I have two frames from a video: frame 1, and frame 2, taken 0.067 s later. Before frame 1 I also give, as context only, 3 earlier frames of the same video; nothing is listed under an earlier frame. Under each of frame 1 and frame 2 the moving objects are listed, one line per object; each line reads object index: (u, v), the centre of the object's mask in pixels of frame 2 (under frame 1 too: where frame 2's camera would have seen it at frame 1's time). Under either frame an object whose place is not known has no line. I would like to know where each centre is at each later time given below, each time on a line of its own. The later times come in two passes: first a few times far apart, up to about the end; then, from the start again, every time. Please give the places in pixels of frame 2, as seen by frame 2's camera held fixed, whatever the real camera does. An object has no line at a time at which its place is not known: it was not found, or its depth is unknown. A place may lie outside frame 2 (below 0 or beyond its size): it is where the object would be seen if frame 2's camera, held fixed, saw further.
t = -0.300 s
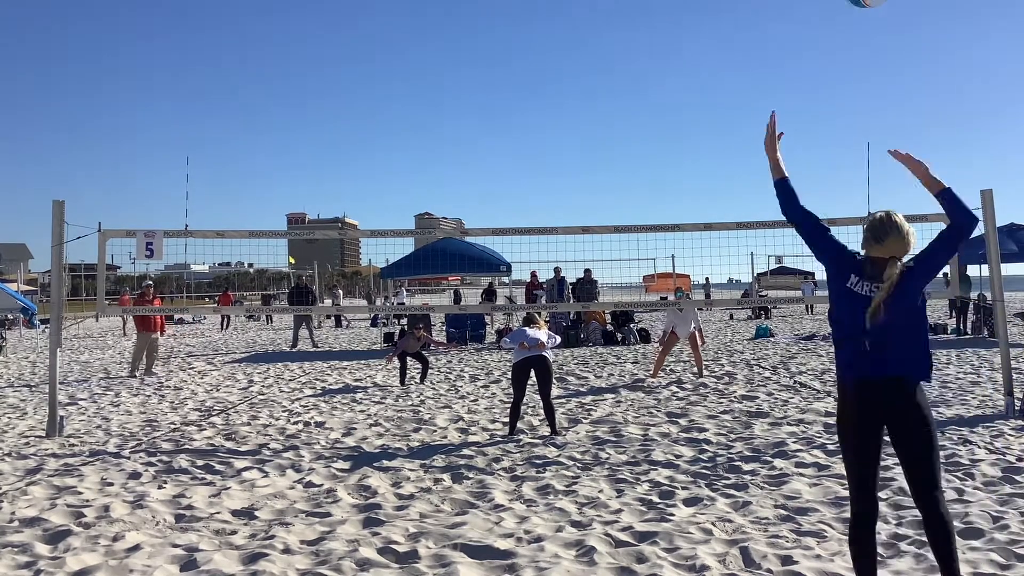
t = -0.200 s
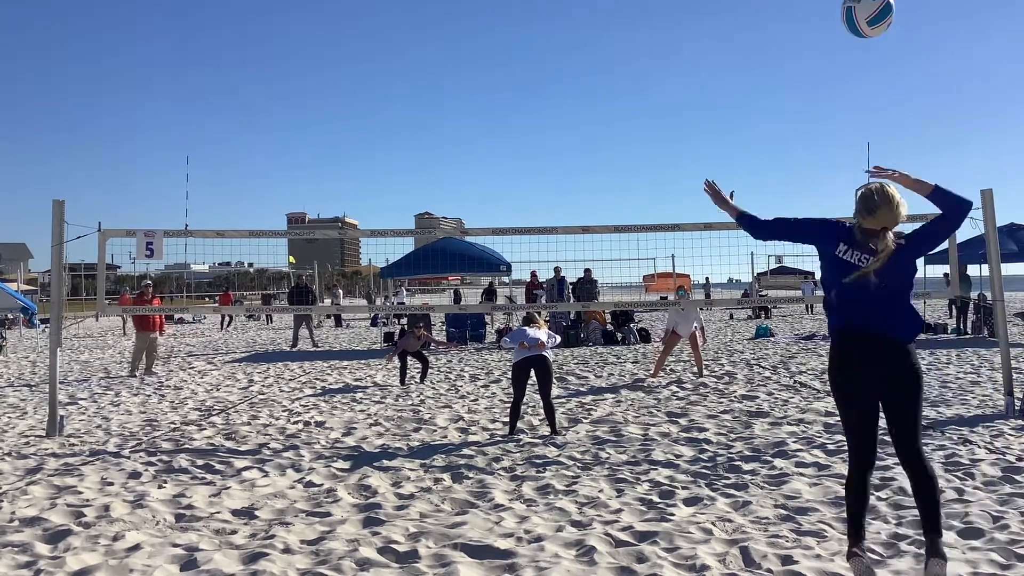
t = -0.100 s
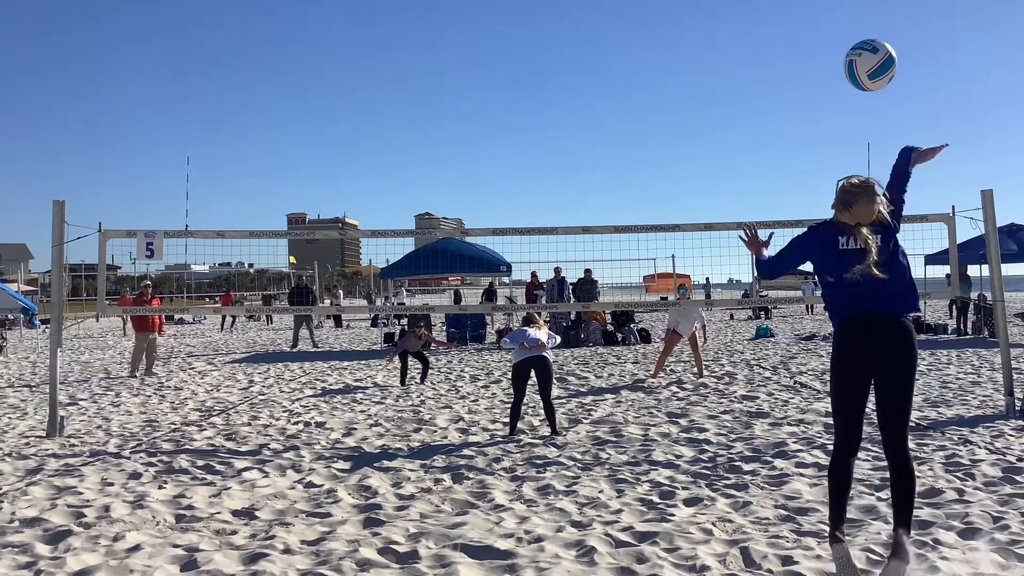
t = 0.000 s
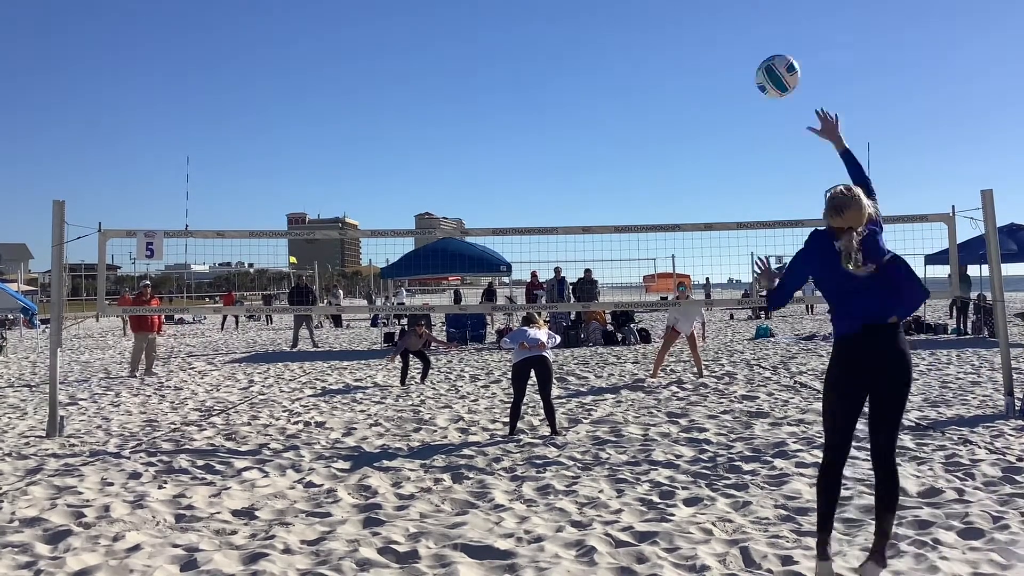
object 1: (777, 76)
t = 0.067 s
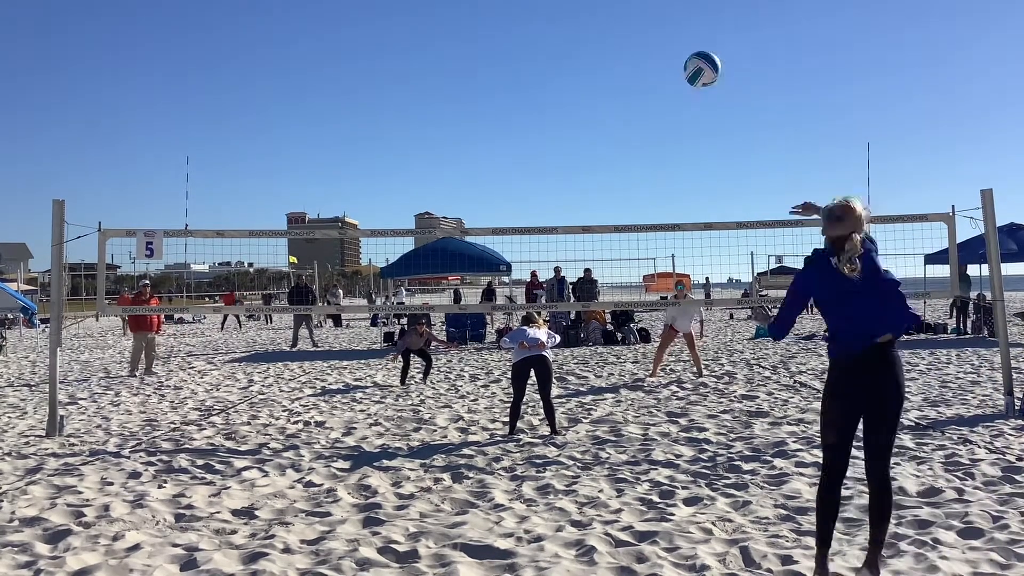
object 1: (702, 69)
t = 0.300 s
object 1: (546, 102)
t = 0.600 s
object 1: (442, 195)
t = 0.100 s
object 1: (671, 69)
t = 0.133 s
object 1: (644, 71)
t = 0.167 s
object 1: (620, 75)
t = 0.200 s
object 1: (598, 80)
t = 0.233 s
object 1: (579, 87)
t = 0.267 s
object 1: (561, 94)
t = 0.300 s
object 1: (546, 102)
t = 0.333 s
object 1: (531, 111)
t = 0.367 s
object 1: (517, 120)
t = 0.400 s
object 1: (504, 129)
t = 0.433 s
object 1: (492, 139)
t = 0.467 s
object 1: (481, 150)
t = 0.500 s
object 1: (470, 160)
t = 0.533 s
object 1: (460, 172)
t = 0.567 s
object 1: (451, 183)
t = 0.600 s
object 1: (442, 195)
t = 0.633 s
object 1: (434, 207)
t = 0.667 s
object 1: (426, 221)
